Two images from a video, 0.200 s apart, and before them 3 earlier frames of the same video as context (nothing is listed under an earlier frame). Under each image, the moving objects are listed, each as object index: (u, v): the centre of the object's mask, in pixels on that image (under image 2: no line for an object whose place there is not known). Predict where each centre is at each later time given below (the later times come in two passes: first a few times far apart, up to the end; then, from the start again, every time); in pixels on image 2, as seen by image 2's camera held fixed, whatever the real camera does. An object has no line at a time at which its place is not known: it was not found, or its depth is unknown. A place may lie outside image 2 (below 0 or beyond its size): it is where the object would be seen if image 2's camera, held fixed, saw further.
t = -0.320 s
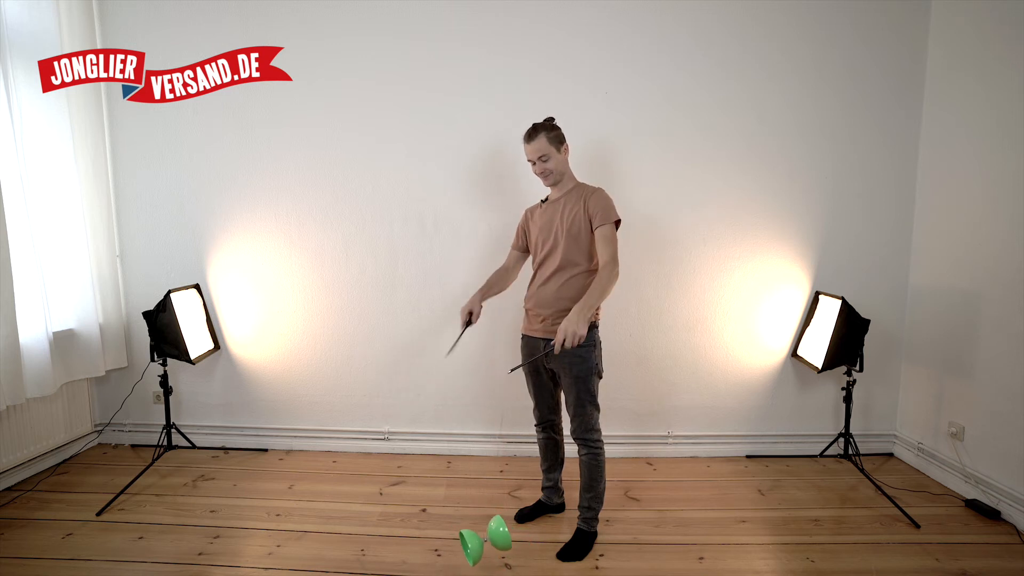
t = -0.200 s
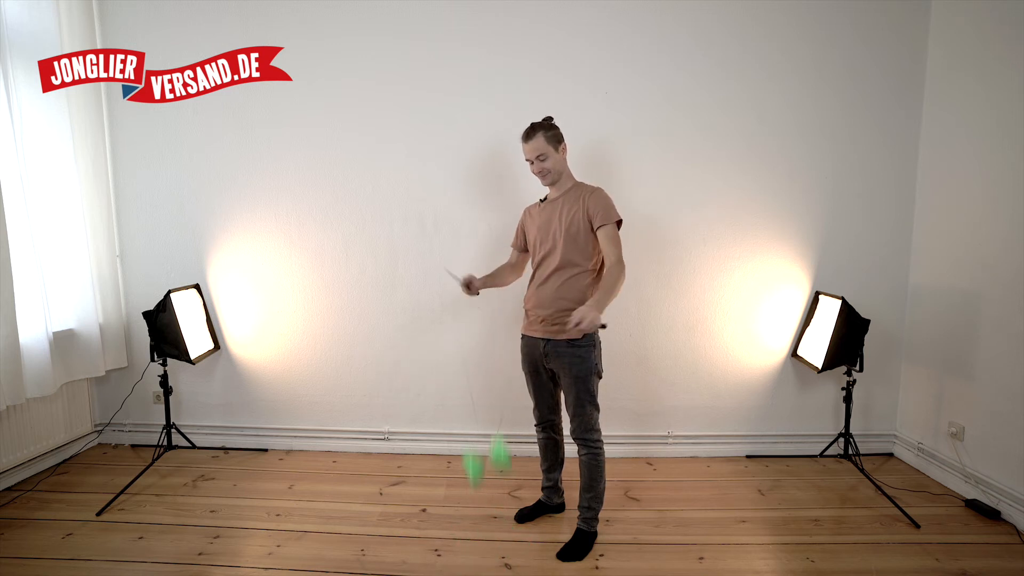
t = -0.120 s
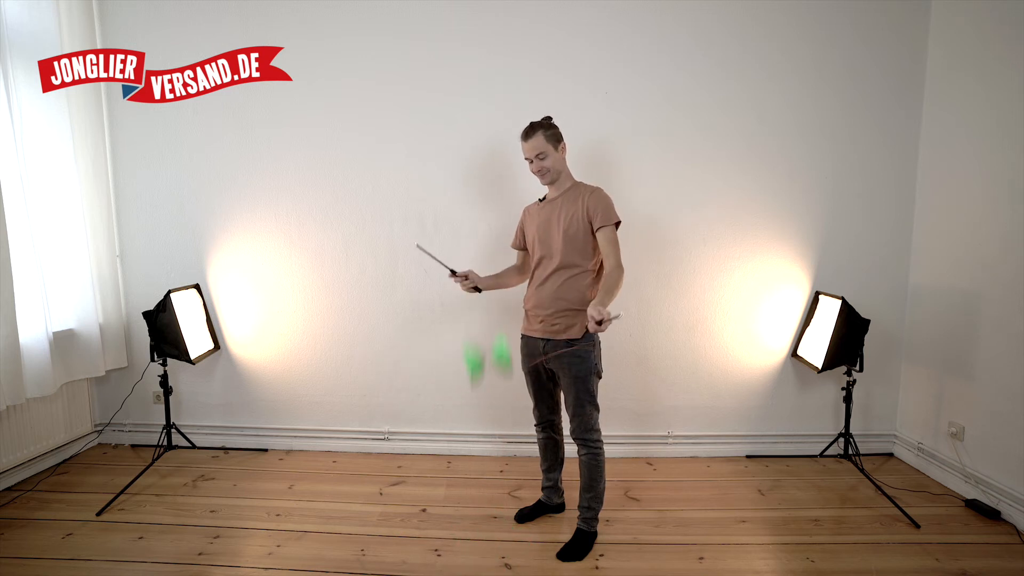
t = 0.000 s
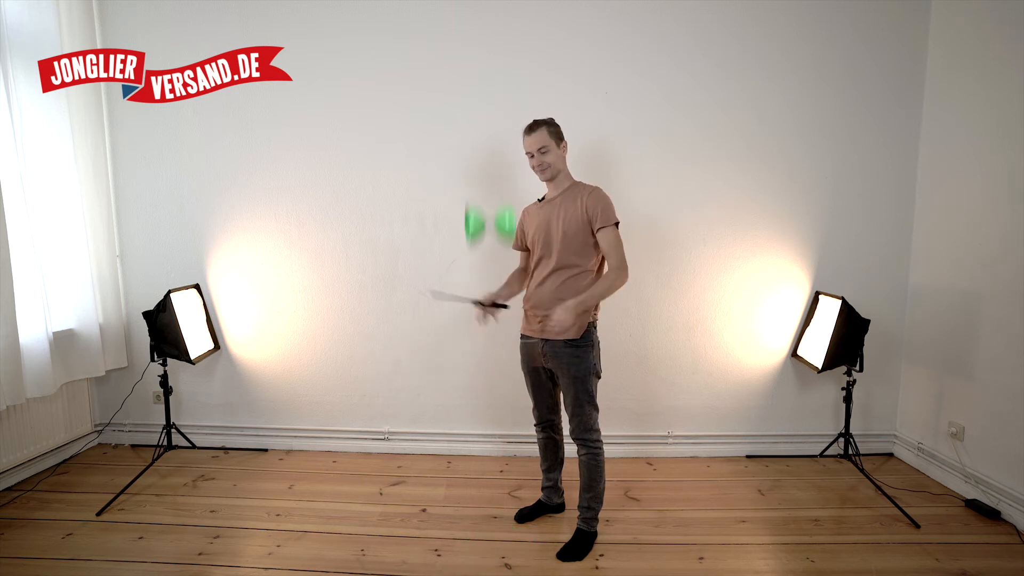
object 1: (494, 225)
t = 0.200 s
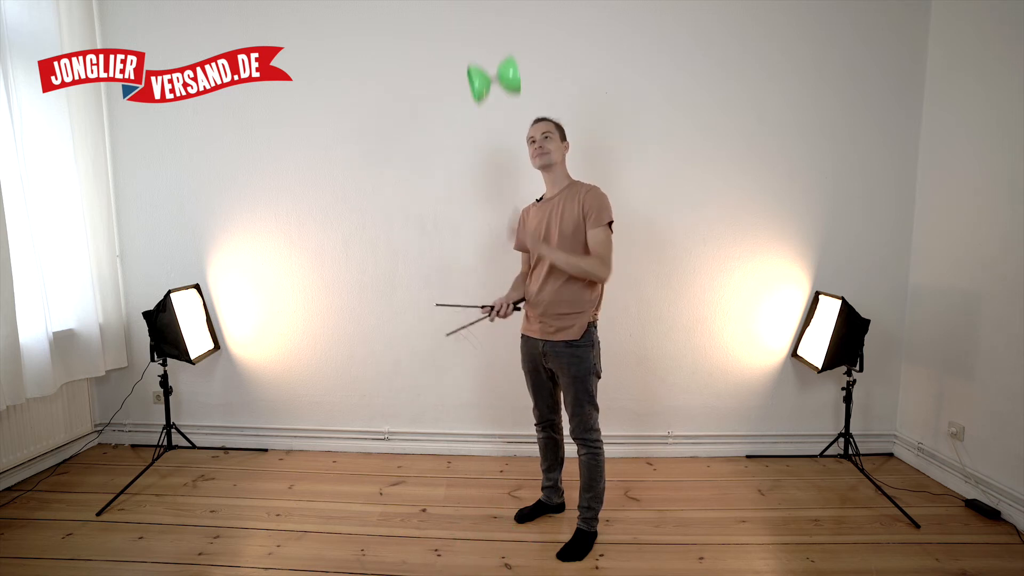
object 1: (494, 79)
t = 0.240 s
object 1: (495, 63)
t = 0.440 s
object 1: (500, 54)
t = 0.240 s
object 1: (495, 63)
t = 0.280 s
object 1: (496, 52)
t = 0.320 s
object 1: (497, 46)
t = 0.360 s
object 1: (498, 44)
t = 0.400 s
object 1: (499, 47)
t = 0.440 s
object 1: (500, 54)
